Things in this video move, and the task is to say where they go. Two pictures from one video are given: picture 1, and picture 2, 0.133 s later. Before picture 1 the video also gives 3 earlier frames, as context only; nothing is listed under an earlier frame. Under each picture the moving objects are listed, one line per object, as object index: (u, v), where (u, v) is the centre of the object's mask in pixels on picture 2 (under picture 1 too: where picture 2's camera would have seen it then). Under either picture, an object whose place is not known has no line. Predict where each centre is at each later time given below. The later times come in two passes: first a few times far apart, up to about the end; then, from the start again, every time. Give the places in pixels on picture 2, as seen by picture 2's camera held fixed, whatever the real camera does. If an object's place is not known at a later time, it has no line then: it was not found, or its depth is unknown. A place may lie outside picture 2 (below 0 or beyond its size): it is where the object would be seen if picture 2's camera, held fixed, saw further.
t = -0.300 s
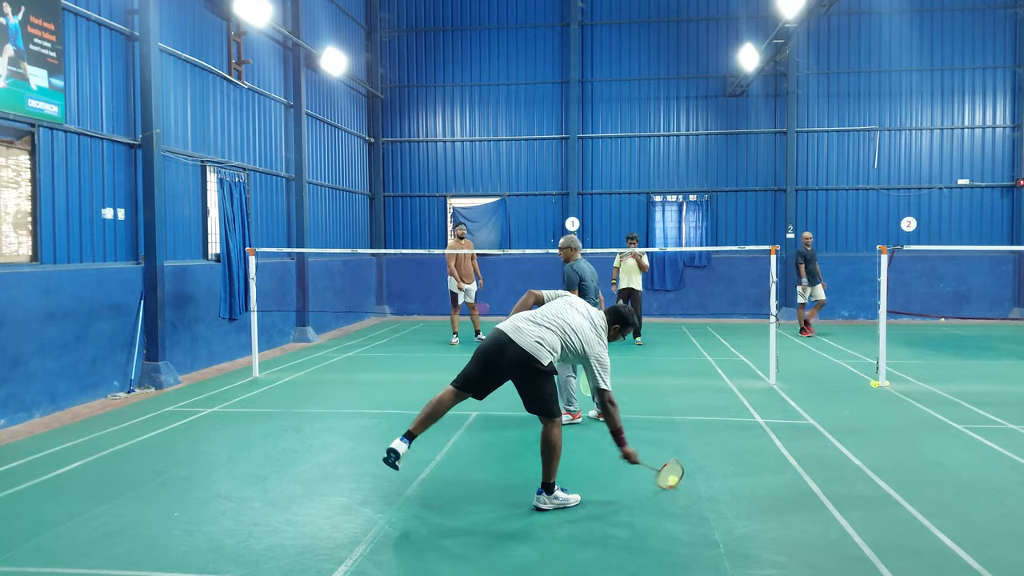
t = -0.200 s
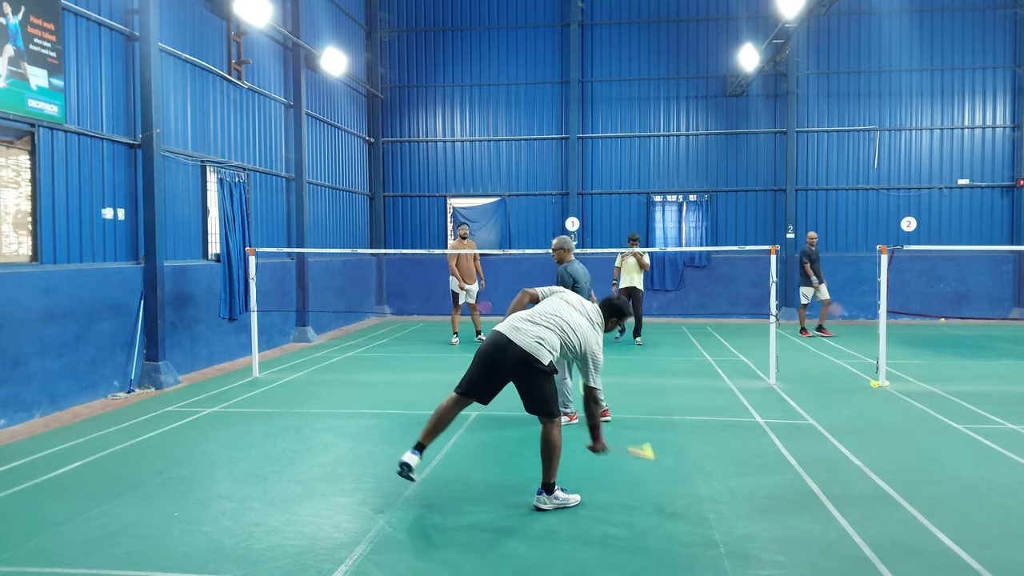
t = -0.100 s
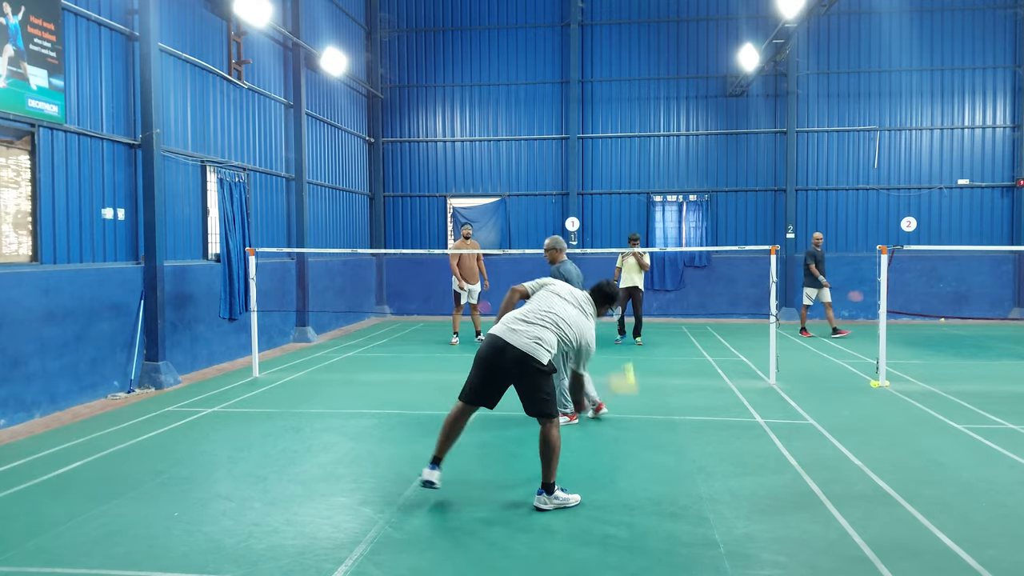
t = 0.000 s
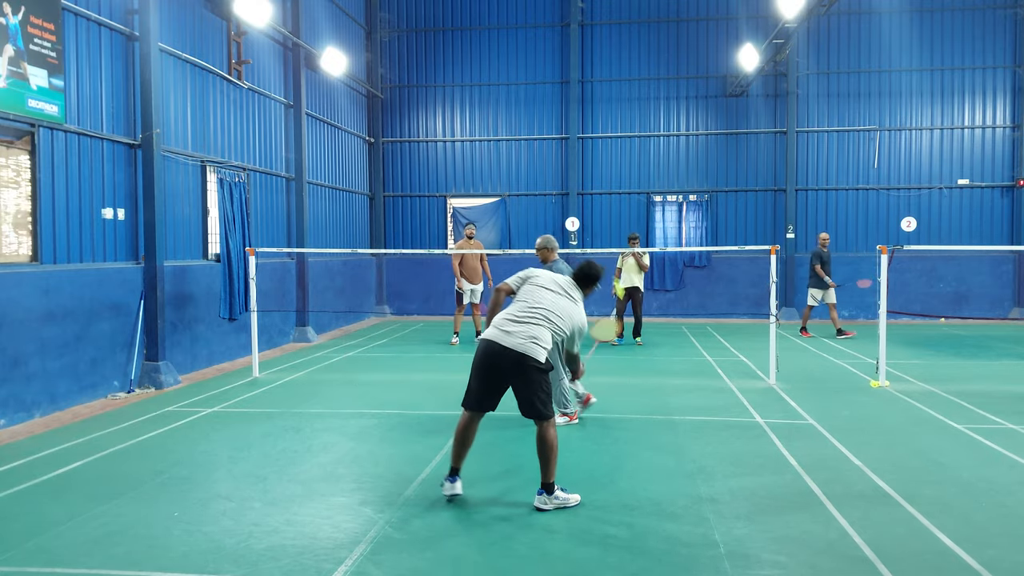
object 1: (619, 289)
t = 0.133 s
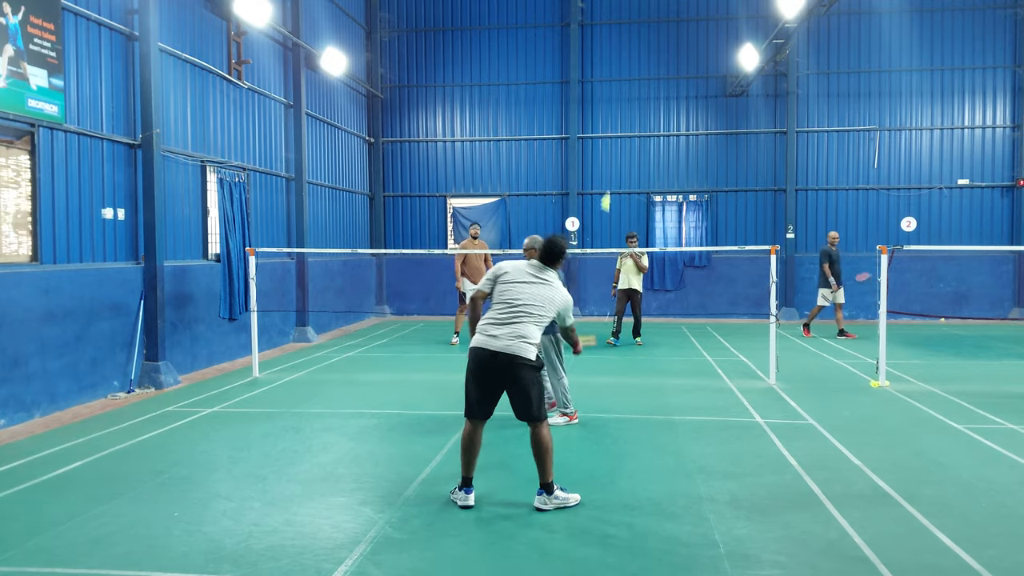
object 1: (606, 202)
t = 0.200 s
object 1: (606, 171)
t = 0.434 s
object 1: (598, 110)
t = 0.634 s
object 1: (590, 122)
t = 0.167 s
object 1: (606, 185)
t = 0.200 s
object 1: (606, 171)
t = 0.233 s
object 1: (606, 157)
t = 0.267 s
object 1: (605, 144)
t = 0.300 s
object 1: (604, 134)
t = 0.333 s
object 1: (602, 126)
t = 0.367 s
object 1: (601, 118)
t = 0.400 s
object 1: (599, 113)
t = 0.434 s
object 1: (598, 110)
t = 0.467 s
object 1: (596, 108)
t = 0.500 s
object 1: (595, 107)
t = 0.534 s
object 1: (594, 109)
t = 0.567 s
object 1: (592, 112)
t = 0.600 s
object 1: (591, 116)
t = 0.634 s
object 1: (590, 122)
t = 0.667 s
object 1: (589, 129)
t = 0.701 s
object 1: (588, 137)
